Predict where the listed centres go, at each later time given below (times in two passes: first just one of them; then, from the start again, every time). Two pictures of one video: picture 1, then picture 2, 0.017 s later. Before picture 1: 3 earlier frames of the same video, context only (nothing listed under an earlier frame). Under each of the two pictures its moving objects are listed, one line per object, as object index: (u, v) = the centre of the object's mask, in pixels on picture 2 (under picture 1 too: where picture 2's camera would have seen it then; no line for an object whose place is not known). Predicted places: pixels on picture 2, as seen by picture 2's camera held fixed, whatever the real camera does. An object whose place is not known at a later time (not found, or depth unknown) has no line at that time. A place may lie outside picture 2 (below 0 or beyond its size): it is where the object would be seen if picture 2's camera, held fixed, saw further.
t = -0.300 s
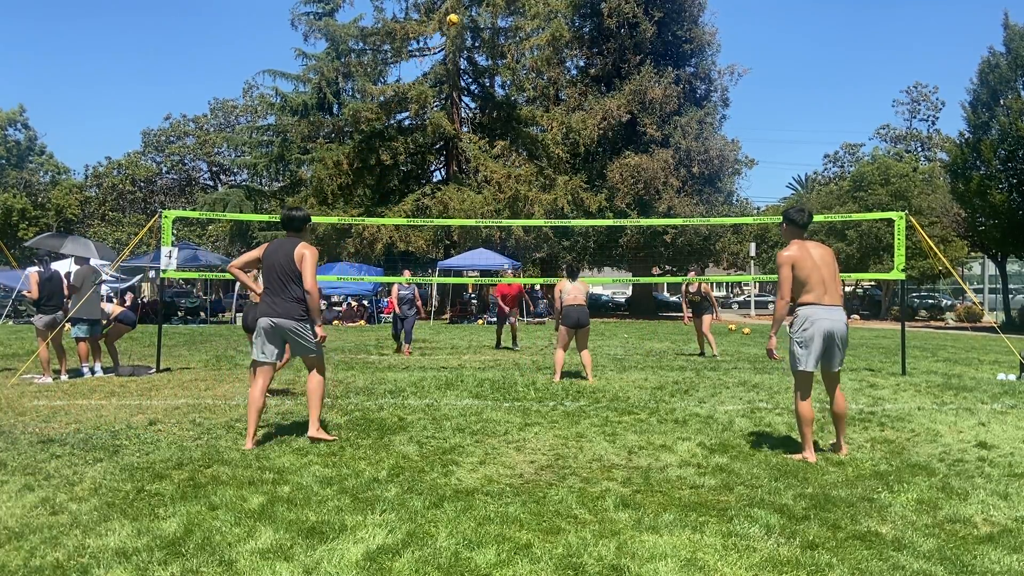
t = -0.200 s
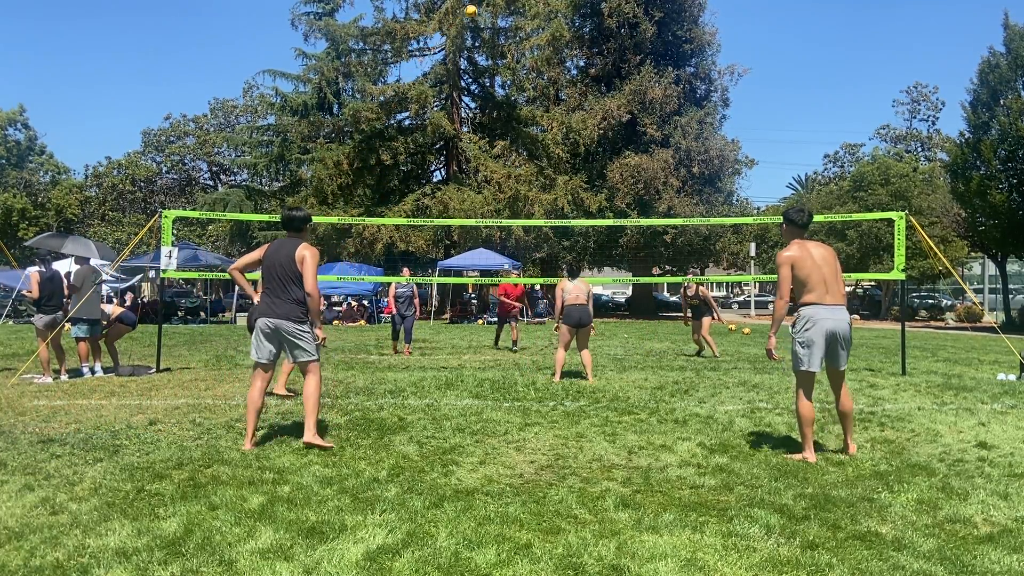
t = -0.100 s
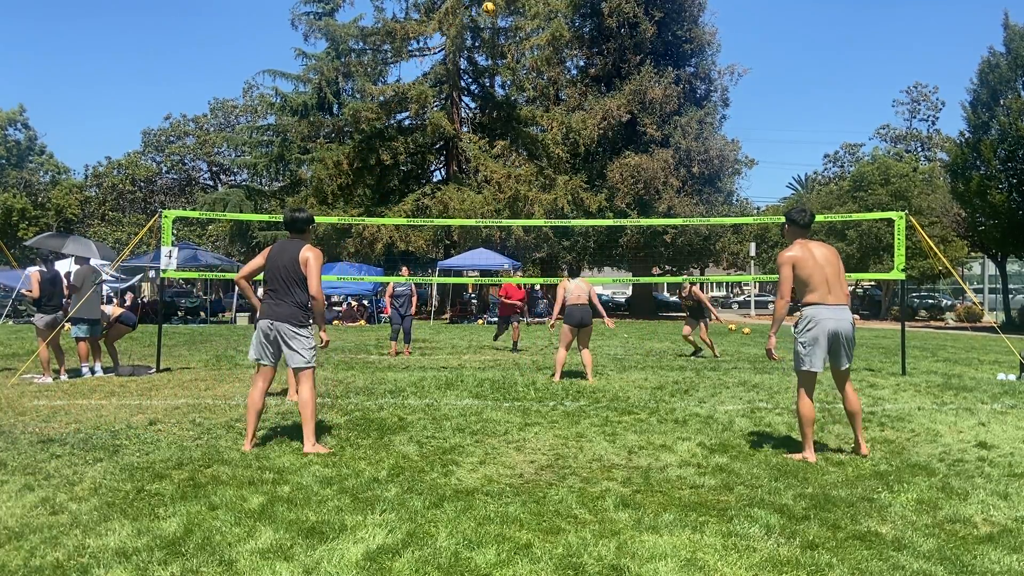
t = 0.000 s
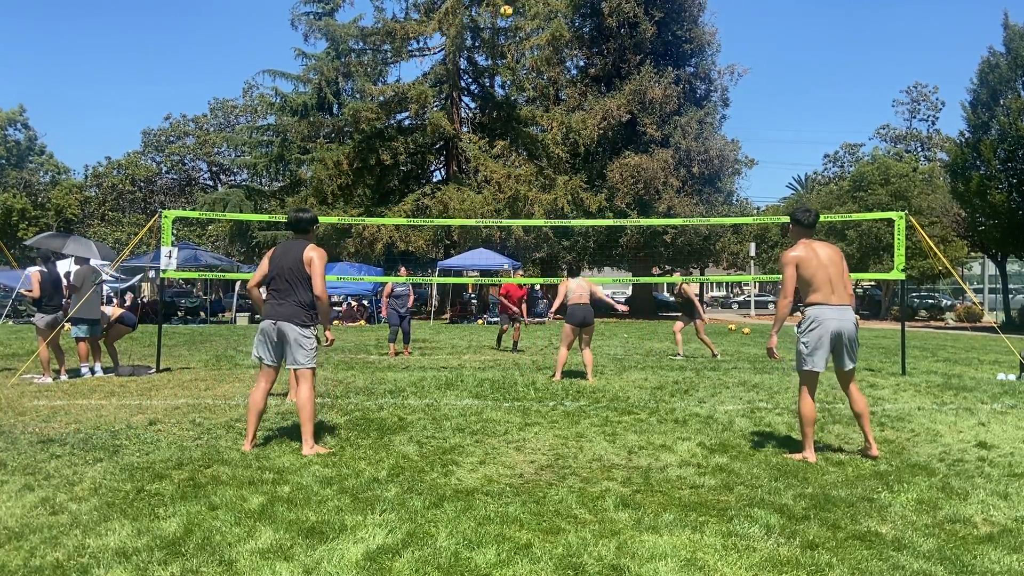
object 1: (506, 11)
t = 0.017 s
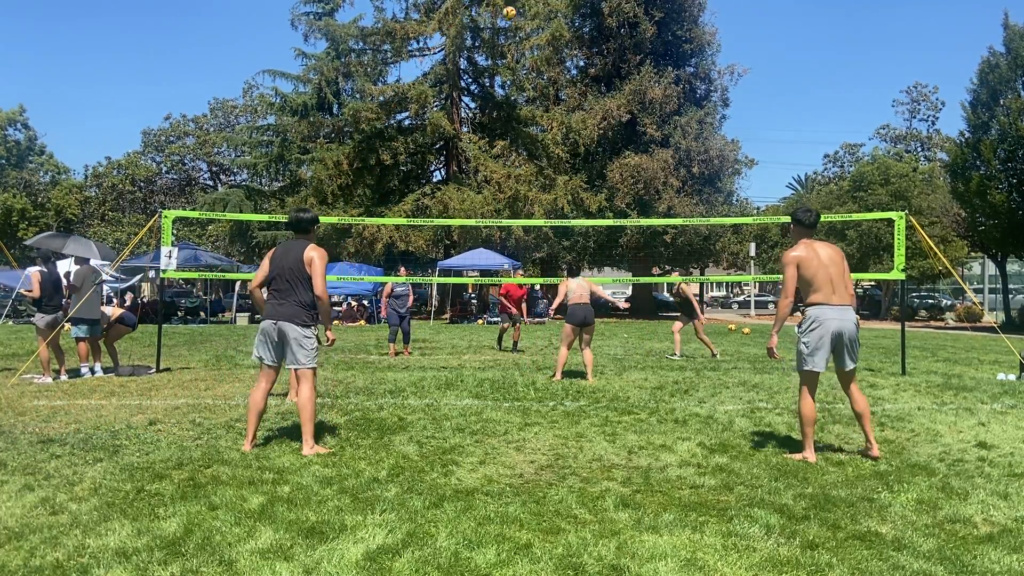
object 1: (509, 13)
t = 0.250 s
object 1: (552, 45)
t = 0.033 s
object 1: (512, 14)
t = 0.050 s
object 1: (515, 15)
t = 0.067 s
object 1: (518, 17)
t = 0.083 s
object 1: (521, 19)
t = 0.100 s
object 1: (524, 21)
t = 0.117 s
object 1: (527, 23)
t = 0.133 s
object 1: (530, 25)
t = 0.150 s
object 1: (534, 28)
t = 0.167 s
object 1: (537, 30)
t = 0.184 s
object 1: (540, 33)
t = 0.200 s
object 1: (543, 36)
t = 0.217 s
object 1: (545, 39)
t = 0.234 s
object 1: (548, 43)
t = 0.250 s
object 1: (552, 45)
